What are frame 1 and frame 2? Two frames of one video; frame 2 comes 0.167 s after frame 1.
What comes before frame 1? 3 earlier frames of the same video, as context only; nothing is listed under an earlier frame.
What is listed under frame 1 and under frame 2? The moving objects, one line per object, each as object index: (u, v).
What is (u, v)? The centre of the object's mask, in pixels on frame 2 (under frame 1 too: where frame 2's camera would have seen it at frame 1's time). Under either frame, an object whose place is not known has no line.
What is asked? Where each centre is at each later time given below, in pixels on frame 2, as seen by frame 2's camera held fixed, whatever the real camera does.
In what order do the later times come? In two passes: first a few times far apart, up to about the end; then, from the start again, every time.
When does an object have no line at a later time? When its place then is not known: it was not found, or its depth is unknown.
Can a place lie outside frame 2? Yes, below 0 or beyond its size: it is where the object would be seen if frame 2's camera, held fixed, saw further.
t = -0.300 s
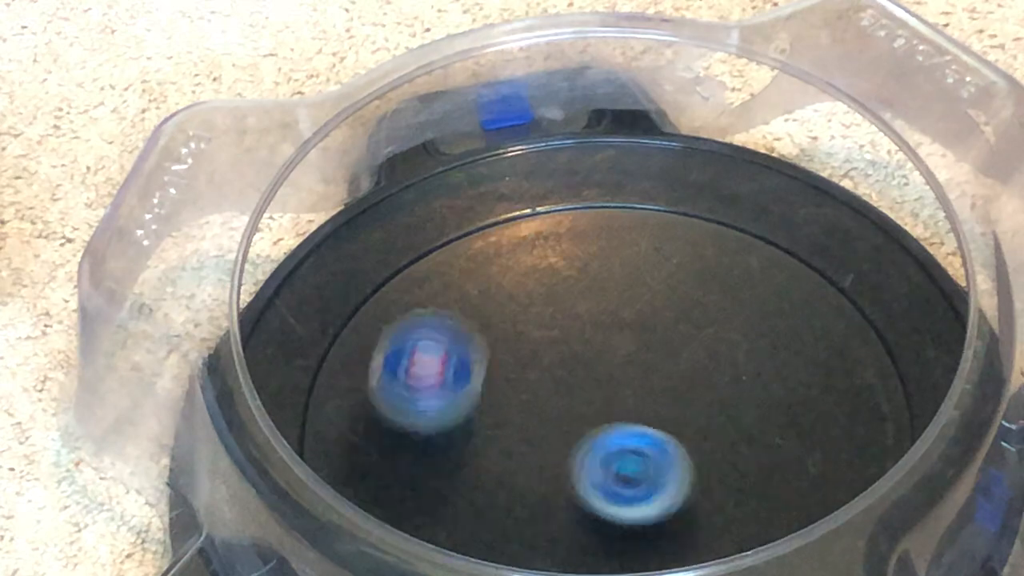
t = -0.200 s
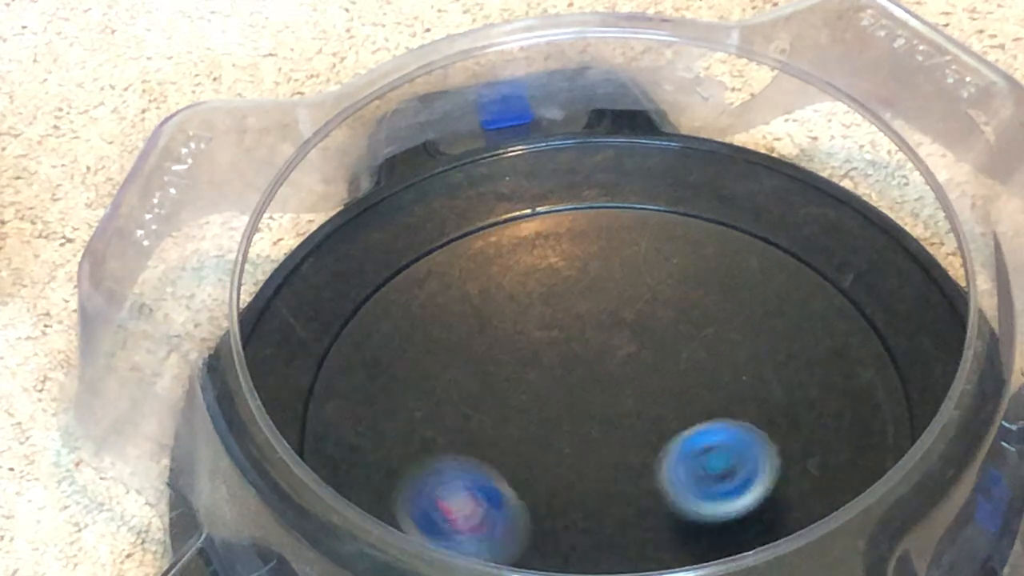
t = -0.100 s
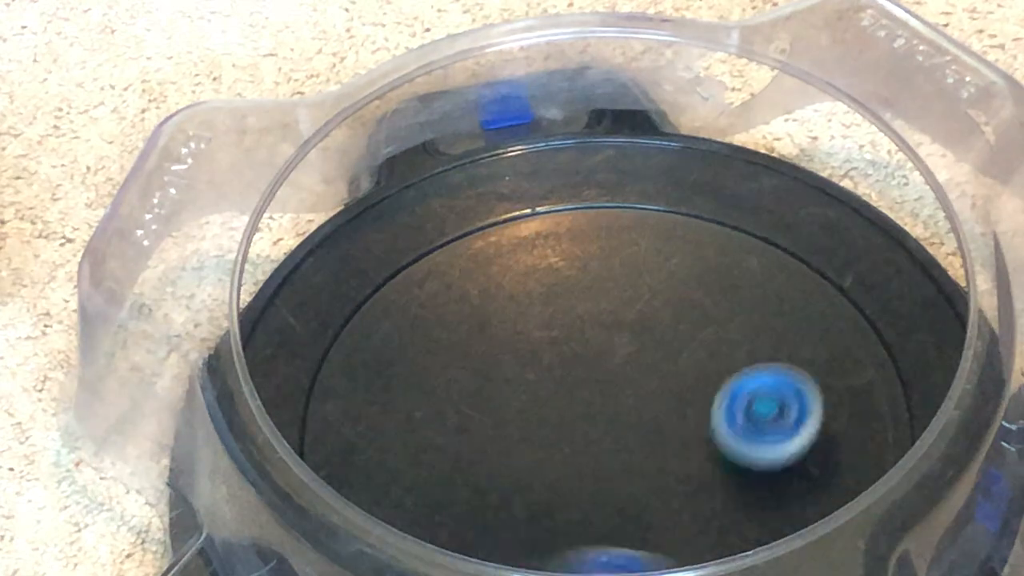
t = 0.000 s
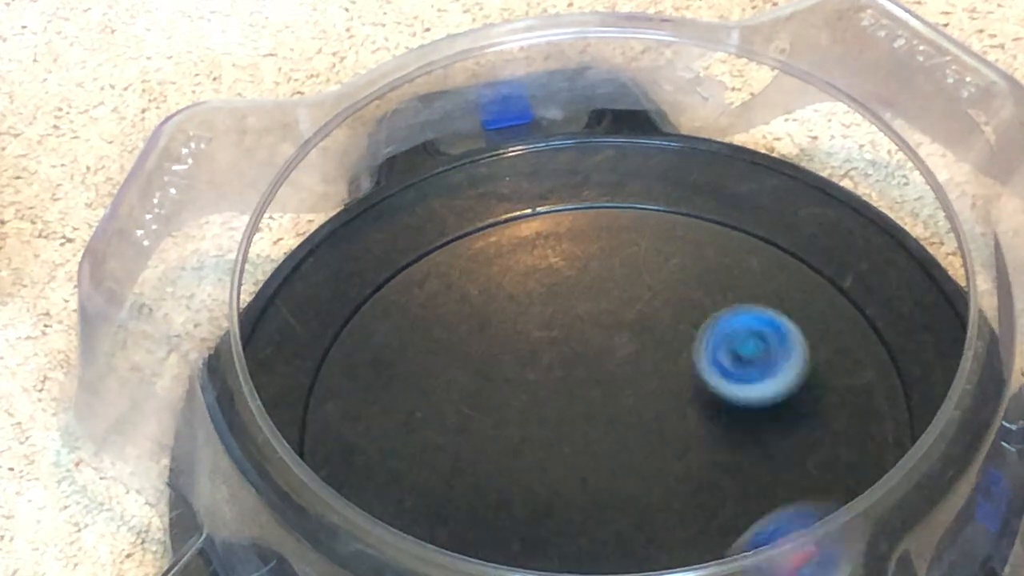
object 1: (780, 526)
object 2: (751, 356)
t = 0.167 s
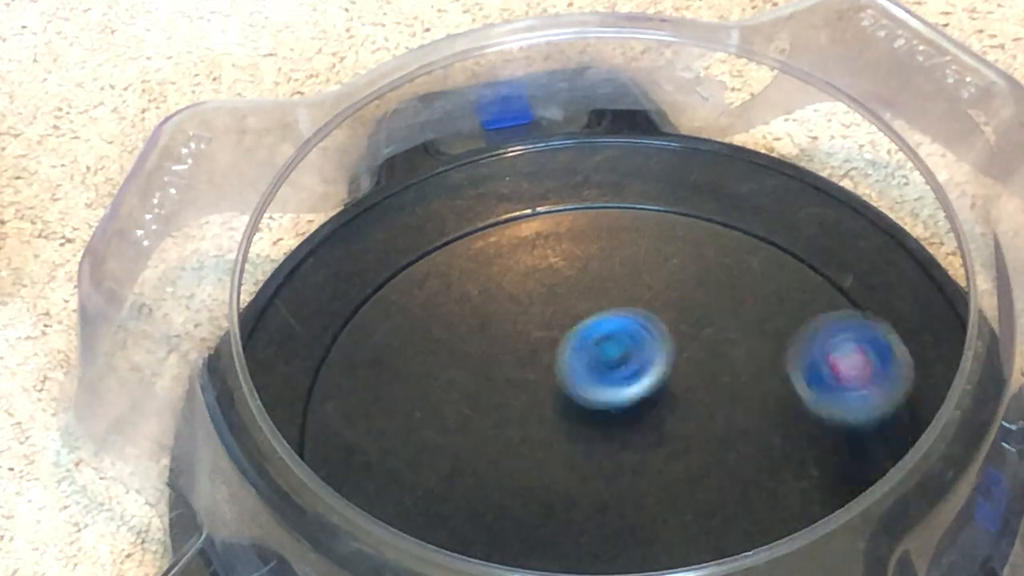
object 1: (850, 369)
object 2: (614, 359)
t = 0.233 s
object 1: (781, 305)
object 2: (570, 399)
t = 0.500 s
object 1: (393, 395)
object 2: (663, 537)
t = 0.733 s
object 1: (567, 568)
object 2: (772, 439)
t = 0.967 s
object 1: (805, 404)
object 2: (576, 392)
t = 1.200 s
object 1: (500, 235)
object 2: (503, 528)
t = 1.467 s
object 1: (386, 486)
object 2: (705, 522)
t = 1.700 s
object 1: (763, 497)
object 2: (626, 378)
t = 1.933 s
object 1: (740, 219)
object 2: (437, 412)
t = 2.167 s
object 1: (427, 277)
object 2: (523, 534)
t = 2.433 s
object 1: (598, 548)
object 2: (697, 414)
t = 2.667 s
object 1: (886, 403)
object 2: (562, 298)
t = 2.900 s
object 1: (658, 246)
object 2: (449, 410)
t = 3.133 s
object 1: (397, 433)
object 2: (630, 504)
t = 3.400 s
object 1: (665, 564)
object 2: (751, 352)
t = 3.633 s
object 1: (793, 363)
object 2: (584, 309)
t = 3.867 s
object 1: (480, 254)
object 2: (530, 466)
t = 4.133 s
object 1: (377, 477)
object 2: (739, 509)
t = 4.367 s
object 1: (719, 514)
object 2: (748, 376)
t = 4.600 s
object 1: (768, 256)
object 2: (553, 390)
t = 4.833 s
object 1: (493, 229)
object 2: (533, 530)
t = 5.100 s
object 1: (506, 519)
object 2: (721, 510)
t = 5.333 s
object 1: (830, 478)
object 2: (644, 380)
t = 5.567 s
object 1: (778, 283)
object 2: (470, 409)
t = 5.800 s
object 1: (460, 339)
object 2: (522, 526)
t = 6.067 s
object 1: (512, 554)
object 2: (689, 440)
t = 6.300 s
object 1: (773, 498)
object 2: (592, 327)
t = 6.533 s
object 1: (665, 278)
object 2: (476, 401)
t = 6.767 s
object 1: (391, 306)
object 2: (608, 495)
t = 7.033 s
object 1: (507, 526)
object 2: (727, 381)
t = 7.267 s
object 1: (795, 424)
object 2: (595, 340)
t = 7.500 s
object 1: (710, 230)
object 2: (548, 464)
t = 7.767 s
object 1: (459, 346)
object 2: (712, 499)
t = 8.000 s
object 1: (583, 542)
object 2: (707, 394)
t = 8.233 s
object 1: (822, 470)
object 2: (552, 412)
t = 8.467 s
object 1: (710, 311)
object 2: (557, 522)
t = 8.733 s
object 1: (423, 381)
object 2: (688, 476)
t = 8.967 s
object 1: (484, 531)
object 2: (600, 385)
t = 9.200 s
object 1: (714, 494)
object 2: (492, 439)
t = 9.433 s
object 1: (700, 300)
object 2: (594, 503)
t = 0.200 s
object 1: (821, 333)
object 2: (590, 377)
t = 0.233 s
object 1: (781, 305)
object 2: (570, 399)
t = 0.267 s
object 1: (731, 284)
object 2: (559, 423)
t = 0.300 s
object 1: (674, 274)
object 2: (554, 447)
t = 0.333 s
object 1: (615, 274)
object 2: (557, 472)
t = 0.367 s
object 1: (556, 282)
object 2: (569, 496)
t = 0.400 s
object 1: (501, 299)
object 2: (585, 516)
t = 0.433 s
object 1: (455, 324)
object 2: (607, 529)
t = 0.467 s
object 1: (419, 357)
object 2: (634, 536)
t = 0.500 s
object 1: (393, 395)
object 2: (663, 537)
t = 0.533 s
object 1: (380, 437)
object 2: (692, 535)
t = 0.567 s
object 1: (386, 475)
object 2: (723, 528)
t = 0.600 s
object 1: (406, 503)
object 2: (748, 516)
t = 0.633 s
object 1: (426, 539)
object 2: (767, 502)
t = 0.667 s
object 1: (471, 546)
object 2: (777, 485)
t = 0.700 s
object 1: (516, 562)
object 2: (780, 462)
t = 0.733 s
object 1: (567, 568)
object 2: (772, 439)
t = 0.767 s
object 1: (618, 567)
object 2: (757, 418)
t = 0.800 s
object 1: (672, 557)
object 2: (735, 400)
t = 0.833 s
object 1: (721, 542)
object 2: (708, 388)
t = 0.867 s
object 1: (761, 519)
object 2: (677, 381)
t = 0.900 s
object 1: (794, 487)
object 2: (644, 379)
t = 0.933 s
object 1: (807, 447)
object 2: (610, 383)
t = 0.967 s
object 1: (805, 404)
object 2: (576, 392)
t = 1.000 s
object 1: (788, 360)
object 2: (547, 406)
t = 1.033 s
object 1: (758, 320)
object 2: (523, 424)
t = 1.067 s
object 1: (719, 287)
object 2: (504, 443)
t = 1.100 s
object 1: (672, 263)
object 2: (493, 466)
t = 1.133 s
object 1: (621, 244)
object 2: (489, 489)
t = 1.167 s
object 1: (564, 235)
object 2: (492, 511)
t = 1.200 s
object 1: (500, 235)
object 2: (503, 528)
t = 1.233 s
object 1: (449, 246)
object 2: (520, 539)
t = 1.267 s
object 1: (406, 266)
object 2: (544, 548)
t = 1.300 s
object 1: (370, 295)
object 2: (572, 554)
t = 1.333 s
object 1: (346, 333)
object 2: (601, 555)
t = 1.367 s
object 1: (333, 374)
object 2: (633, 552)
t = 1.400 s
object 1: (335, 416)
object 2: (659, 546)
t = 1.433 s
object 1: (353, 453)
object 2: (685, 536)
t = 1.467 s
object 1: (386, 486)
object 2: (705, 522)
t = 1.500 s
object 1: (430, 512)
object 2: (716, 505)
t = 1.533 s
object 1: (481, 533)
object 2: (718, 479)
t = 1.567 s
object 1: (538, 545)
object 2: (712, 454)
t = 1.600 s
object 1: (601, 547)
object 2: (699, 431)
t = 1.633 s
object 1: (658, 540)
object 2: (681, 410)
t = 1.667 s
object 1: (715, 523)
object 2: (655, 392)
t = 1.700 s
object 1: (763, 497)
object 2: (626, 378)
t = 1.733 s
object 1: (798, 461)
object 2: (596, 369)
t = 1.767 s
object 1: (819, 417)
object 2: (564, 365)
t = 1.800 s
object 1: (828, 372)
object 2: (532, 365)
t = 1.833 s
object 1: (824, 329)
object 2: (503, 370)
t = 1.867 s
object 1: (806, 286)
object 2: (476, 380)
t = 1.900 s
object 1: (778, 249)
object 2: (454, 394)
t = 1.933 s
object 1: (740, 219)
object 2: (437, 412)
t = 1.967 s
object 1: (696, 199)
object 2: (427, 433)
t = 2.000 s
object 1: (648, 187)
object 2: (424, 455)
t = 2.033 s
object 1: (601, 184)
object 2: (430, 478)
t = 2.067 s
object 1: (547, 194)
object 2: (444, 498)
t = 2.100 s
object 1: (498, 211)
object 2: (464, 514)
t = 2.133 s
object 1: (456, 242)
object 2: (493, 527)
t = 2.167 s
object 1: (427, 277)
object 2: (523, 534)
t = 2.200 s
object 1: (407, 323)
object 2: (558, 537)
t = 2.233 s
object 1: (400, 368)
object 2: (592, 534)
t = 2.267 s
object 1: (405, 415)
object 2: (623, 527)
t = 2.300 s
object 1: (425, 457)
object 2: (652, 512)
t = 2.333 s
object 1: (454, 495)
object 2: (673, 491)
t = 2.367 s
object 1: (495, 522)
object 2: (688, 467)
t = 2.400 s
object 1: (543, 539)
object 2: (696, 441)
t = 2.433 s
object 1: (598, 548)
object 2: (697, 414)
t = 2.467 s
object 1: (654, 549)
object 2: (692, 388)
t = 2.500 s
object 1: (712, 540)
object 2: (681, 364)
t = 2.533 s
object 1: (776, 534)
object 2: (664, 344)
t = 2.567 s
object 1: (819, 513)
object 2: (643, 325)
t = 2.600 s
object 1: (857, 479)
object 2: (618, 311)
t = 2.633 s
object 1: (870, 437)
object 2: (591, 303)
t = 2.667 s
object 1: (886, 403)
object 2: (562, 298)
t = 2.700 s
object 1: (887, 368)
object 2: (533, 299)
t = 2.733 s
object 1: (872, 333)
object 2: (505, 306)
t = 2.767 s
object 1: (847, 302)
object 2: (481, 319)
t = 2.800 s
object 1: (809, 276)
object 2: (463, 337)
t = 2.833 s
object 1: (762, 257)
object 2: (451, 360)
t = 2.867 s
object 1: (714, 247)
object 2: (446, 384)
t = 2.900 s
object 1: (658, 246)
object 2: (449, 410)
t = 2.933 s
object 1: (601, 254)
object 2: (459, 434)
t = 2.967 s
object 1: (548, 270)
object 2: (476, 458)
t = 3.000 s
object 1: (499, 292)
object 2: (501, 477)
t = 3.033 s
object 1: (459, 321)
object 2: (529, 493)
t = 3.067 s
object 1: (429, 356)
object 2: (562, 503)
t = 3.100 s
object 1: (408, 392)
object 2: (596, 506)
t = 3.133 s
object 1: (397, 433)
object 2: (630, 504)
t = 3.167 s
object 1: (399, 469)
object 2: (663, 496)
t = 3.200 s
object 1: (415, 499)
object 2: (692, 483)
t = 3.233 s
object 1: (444, 523)
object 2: (717, 466)
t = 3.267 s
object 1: (477, 544)
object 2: (736, 445)
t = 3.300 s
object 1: (516, 558)
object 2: (750, 422)
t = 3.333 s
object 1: (562, 568)
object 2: (757, 398)
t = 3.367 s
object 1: (615, 570)
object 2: (757, 374)
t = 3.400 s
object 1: (665, 564)
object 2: (751, 352)
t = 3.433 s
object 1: (710, 551)
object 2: (738, 332)
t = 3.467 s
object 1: (764, 543)
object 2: (718, 316)
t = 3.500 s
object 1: (793, 521)
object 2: (694, 304)
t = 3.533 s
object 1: (811, 478)
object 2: (668, 297)
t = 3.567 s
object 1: (820, 443)
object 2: (640, 296)
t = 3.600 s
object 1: (812, 402)
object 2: (612, 299)
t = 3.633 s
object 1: (793, 363)
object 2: (584, 309)
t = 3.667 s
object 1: (764, 328)
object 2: (559, 324)
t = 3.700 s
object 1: (728, 300)
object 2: (539, 344)
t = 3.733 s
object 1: (687, 276)
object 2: (525, 365)
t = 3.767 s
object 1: (638, 261)
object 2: (516, 391)
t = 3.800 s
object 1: (587, 252)
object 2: (515, 417)
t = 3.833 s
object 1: (534, 249)
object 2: (519, 441)
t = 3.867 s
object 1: (480, 254)
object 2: (530, 466)
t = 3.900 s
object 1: (434, 267)
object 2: (546, 488)
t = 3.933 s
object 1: (398, 288)
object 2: (569, 505)
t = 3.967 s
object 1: (369, 314)
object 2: (594, 519)
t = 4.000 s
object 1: (349, 345)
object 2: (623, 526)
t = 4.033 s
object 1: (338, 379)
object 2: (655, 528)
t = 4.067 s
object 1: (339, 415)
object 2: (685, 526)
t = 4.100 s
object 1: (352, 448)
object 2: (714, 520)
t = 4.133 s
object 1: (377, 477)
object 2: (739, 509)
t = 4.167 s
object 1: (412, 501)
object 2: (760, 495)
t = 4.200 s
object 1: (458, 524)
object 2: (775, 476)
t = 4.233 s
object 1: (506, 538)
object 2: (783, 455)
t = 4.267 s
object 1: (561, 545)
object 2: (785, 433)
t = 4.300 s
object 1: (616, 543)
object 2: (779, 413)
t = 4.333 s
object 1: (671, 532)
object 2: (767, 393)
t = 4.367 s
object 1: (719, 514)
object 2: (748, 376)
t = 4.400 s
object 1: (759, 486)
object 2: (724, 364)
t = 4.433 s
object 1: (788, 449)
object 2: (697, 356)
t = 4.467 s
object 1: (805, 409)
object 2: (665, 354)
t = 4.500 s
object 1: (812, 367)
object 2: (636, 357)
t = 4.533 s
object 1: (809, 326)
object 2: (606, 364)
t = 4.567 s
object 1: (792, 289)
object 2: (577, 374)
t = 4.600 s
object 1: (768, 256)
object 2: (553, 390)
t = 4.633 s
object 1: (738, 229)
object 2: (533, 408)
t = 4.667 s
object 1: (701, 209)
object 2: (518, 427)
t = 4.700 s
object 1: (662, 197)
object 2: (508, 450)
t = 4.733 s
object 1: (619, 193)
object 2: (505, 473)
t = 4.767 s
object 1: (576, 196)
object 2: (508, 494)
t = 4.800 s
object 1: (533, 209)
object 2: (518, 517)
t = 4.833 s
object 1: (493, 229)
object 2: (533, 530)
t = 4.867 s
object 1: (460, 257)
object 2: (553, 539)
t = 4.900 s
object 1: (436, 292)
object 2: (578, 546)
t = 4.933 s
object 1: (421, 332)
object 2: (605, 548)
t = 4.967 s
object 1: (417, 373)
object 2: (633, 547)
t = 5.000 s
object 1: (423, 415)
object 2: (659, 543)
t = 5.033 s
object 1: (441, 456)
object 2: (685, 535)
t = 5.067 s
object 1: (468, 491)
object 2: (706, 524)
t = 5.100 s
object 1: (506, 519)
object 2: (721, 510)
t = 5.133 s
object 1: (550, 536)
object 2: (728, 490)
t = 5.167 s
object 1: (599, 544)
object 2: (728, 467)
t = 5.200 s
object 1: (649, 545)
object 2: (722, 446)
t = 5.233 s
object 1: (702, 539)
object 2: (710, 425)
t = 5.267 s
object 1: (750, 525)
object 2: (692, 406)
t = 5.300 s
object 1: (793, 504)
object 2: (670, 391)
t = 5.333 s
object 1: (830, 478)
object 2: (644, 380)
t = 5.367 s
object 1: (855, 451)
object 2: (616, 372)
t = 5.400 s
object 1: (872, 422)
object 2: (588, 368)
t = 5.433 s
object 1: (876, 392)
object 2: (559, 368)
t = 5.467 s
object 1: (866, 359)
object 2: (532, 373)
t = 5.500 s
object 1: (846, 329)
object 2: (508, 381)
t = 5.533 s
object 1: (816, 302)
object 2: (486, 394)
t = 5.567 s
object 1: (778, 283)
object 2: (470, 409)
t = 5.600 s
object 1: (735, 270)
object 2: (458, 427)
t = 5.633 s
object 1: (685, 265)
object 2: (452, 446)
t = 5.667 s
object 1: (637, 267)
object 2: (454, 466)
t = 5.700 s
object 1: (587, 275)
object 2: (462, 486)
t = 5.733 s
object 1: (537, 291)
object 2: (476, 504)
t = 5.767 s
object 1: (495, 313)
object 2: (496, 517)
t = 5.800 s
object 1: (460, 339)
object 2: (522, 526)
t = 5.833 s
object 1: (434, 370)
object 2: (550, 531)
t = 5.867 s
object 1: (414, 404)
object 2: (579, 531)
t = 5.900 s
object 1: (404, 441)
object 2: (607, 526)
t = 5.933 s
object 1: (405, 476)
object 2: (634, 517)
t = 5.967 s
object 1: (420, 501)
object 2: (655, 502)
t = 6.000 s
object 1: (446, 524)
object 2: (673, 483)
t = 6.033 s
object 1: (479, 543)
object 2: (684, 462)
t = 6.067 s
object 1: (512, 554)
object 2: (689, 440)
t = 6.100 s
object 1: (553, 563)
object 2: (689, 417)
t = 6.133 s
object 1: (594, 565)
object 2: (683, 396)
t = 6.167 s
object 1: (634, 562)
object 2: (672, 376)
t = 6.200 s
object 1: (675, 554)
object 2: (657, 359)
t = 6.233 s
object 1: (712, 541)
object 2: (637, 344)
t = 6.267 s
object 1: (747, 522)
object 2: (615, 333)
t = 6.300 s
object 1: (773, 498)
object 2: (592, 327)
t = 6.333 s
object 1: (788, 469)
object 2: (566, 325)
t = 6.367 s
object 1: (789, 432)
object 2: (543, 327)
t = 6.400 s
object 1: (780, 395)
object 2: (520, 334)
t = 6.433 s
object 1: (763, 359)
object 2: (502, 347)
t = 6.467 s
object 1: (736, 327)
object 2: (487, 362)
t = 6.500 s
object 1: (702, 300)
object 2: (479, 381)
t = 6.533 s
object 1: (665, 278)
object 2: (476, 401)
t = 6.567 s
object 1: (623, 262)
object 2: (481, 422)
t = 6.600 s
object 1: (580, 254)
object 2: (490, 443)
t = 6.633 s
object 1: (530, 250)
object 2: (507, 461)
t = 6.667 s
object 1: (484, 254)
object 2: (527, 477)
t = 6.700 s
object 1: (446, 266)
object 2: (553, 488)
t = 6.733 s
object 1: (414, 283)
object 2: (581, 494)
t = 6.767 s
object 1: (391, 306)
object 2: (608, 495)
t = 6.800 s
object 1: (373, 334)
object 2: (637, 492)
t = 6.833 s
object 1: (365, 365)
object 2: (663, 485)
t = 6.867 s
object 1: (364, 399)
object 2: (686, 472)
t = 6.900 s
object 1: (374, 432)
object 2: (704, 456)
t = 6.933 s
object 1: (395, 463)
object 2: (718, 438)
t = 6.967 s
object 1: (425, 491)
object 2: (727, 420)
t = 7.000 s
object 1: (464, 511)
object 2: (729, 400)
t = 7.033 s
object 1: (507, 526)
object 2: (727, 381)
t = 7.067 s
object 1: (557, 534)
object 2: (718, 364)
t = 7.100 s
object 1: (605, 534)
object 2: (705, 350)
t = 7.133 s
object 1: (656, 527)
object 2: (687, 340)
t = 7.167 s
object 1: (703, 512)
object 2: (665, 333)
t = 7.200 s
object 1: (743, 488)
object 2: (642, 330)
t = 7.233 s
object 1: (773, 457)
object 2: (619, 333)
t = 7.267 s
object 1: (795, 424)
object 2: (595, 340)
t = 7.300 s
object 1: (809, 387)
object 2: (575, 351)
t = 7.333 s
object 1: (813, 352)
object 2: (557, 367)
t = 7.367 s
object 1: (806, 317)
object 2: (545, 384)
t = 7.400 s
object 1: (791, 287)
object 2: (538, 403)
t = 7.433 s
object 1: (769, 263)
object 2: (536, 424)
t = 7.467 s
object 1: (741, 243)
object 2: (538, 444)
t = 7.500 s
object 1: (710, 230)
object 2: (548, 464)
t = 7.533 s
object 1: (675, 222)
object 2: (560, 481)
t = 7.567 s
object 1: (637, 221)
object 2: (579, 495)
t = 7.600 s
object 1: (600, 227)
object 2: (600, 506)
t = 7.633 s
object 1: (561, 240)
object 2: (622, 513)
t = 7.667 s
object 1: (526, 259)
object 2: (648, 515)
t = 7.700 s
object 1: (497, 284)
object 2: (672, 515)
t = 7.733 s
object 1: (474, 313)
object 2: (693, 509)
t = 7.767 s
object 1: (459, 346)
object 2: (712, 499)
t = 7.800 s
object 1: (452, 382)
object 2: (727, 486)
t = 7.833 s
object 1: (454, 419)
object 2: (737, 470)
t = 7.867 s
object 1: (463, 455)
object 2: (742, 453)
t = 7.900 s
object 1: (483, 488)
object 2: (742, 436)
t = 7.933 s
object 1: (510, 515)
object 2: (735, 420)
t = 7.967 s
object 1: (544, 532)
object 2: (723, 405)
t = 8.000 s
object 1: (583, 542)
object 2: (707, 394)
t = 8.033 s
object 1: (624, 547)
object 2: (686, 386)
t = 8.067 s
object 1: (667, 545)
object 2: (662, 381)
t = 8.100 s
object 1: (708, 539)
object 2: (638, 381)
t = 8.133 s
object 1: (754, 536)
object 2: (615, 383)
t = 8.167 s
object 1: (777, 511)
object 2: (590, 390)
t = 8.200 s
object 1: (804, 490)
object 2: (569, 400)
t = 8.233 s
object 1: (822, 470)
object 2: (552, 412)
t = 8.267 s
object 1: (832, 445)
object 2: (538, 428)
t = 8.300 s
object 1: (831, 417)
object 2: (527, 445)
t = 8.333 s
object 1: (821, 390)
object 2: (523, 462)
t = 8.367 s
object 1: (804, 365)
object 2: (525, 480)
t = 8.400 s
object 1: (780, 344)
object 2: (532, 497)
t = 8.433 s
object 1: (748, 325)
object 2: (542, 511)
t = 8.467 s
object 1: (710, 311)
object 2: (557, 522)
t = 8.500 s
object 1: (671, 303)
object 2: (578, 529)
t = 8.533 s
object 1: (629, 300)
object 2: (598, 532)
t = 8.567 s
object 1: (585, 302)
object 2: (619, 531)
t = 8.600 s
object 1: (544, 308)
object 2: (639, 527)
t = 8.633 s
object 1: (505, 321)
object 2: (660, 519)
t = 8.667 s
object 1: (471, 337)
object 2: (675, 508)
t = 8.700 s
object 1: (443, 358)
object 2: (684, 493)
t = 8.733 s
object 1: (423, 381)
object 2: (688, 476)
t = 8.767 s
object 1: (409, 407)
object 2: (689, 457)
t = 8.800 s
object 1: (402, 433)
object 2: (684, 440)
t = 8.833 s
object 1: (403, 461)
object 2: (673, 424)
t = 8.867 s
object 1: (412, 483)
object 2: (659, 410)
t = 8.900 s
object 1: (431, 503)
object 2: (641, 398)
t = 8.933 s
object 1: (454, 518)
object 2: (621, 390)
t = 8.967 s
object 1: (484, 531)
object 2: (600, 385)
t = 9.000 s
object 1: (515, 539)
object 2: (578, 383)
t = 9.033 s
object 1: (551, 544)
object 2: (556, 385)
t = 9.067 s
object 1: (587, 544)
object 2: (536, 390)
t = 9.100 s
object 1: (623, 540)
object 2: (518, 398)
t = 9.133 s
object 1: (657, 531)
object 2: (505, 410)
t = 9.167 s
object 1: (689, 516)
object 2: (496, 423)
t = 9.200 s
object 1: (714, 494)
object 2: (492, 439)
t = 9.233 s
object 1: (732, 467)
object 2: (493, 455)
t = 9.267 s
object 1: (743, 437)
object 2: (500, 469)
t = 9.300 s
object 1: (747, 407)
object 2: (512, 483)
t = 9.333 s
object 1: (745, 376)
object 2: (530, 494)
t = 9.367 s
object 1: (736, 348)
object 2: (551, 501)
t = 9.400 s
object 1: (720, 321)
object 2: (572, 504)
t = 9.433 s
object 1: (700, 300)
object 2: (594, 503)
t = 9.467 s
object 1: (675, 281)
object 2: (615, 497)
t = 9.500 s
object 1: (649, 268)
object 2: (635, 487)
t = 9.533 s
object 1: (619, 259)
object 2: (652, 473)
